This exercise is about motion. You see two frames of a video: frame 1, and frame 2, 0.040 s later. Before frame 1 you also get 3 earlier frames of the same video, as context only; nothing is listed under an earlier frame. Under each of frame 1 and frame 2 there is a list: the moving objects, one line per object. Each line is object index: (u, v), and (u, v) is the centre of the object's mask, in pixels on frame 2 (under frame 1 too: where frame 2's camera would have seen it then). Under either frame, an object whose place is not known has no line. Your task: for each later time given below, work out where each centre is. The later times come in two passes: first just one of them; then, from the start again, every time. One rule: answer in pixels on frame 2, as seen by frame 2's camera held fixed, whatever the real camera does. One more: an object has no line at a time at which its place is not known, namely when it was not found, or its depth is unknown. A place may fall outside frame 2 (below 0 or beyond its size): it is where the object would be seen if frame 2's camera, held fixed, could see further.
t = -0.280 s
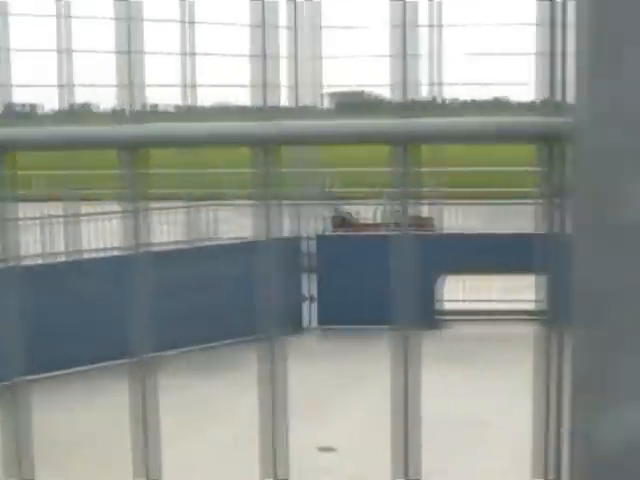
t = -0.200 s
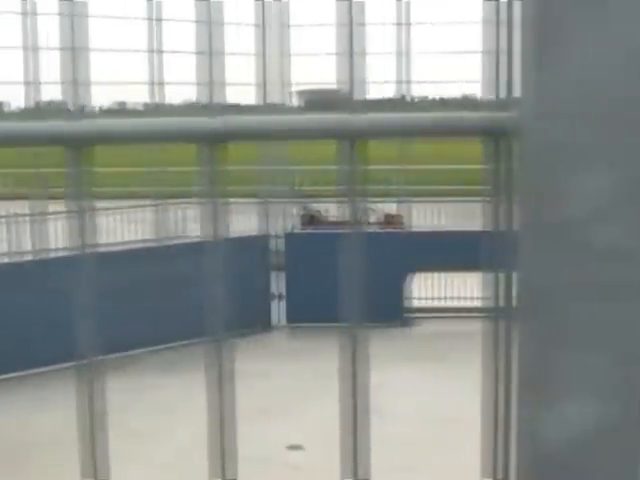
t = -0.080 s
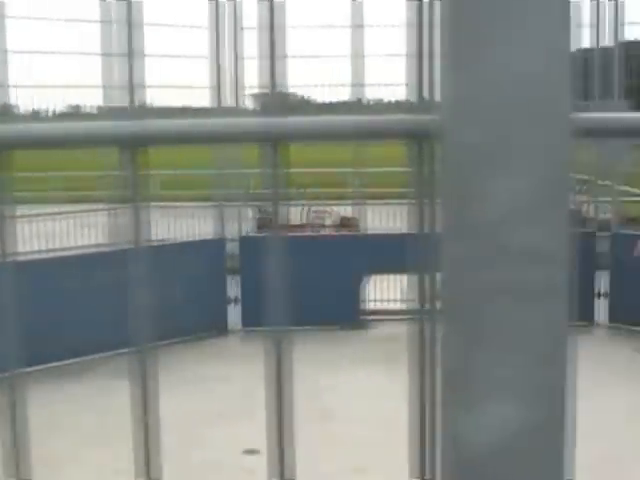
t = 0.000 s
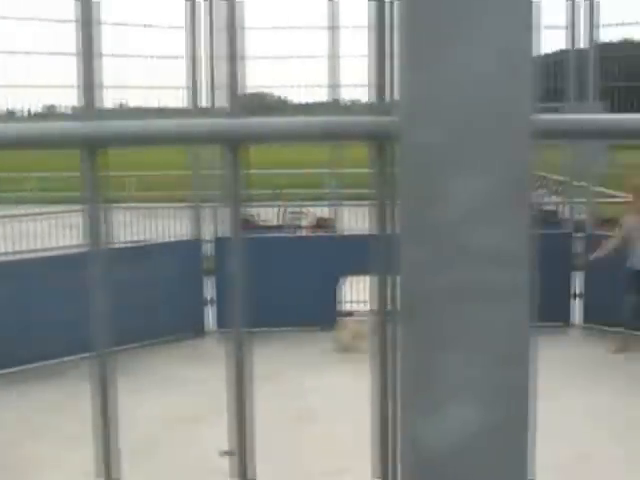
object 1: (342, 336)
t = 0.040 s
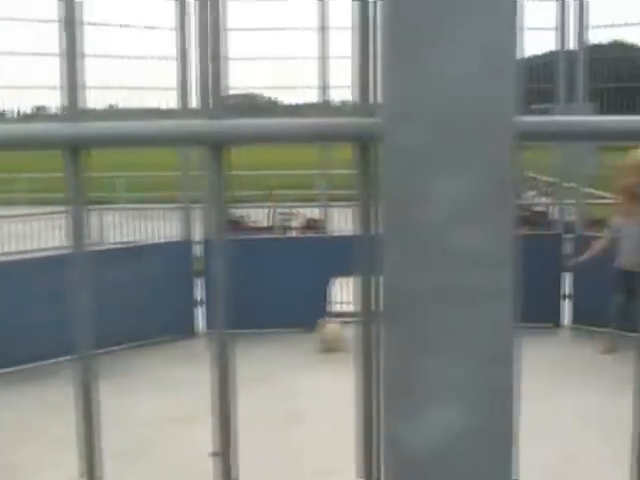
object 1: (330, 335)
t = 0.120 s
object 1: (323, 310)
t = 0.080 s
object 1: (328, 318)
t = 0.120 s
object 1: (323, 310)
